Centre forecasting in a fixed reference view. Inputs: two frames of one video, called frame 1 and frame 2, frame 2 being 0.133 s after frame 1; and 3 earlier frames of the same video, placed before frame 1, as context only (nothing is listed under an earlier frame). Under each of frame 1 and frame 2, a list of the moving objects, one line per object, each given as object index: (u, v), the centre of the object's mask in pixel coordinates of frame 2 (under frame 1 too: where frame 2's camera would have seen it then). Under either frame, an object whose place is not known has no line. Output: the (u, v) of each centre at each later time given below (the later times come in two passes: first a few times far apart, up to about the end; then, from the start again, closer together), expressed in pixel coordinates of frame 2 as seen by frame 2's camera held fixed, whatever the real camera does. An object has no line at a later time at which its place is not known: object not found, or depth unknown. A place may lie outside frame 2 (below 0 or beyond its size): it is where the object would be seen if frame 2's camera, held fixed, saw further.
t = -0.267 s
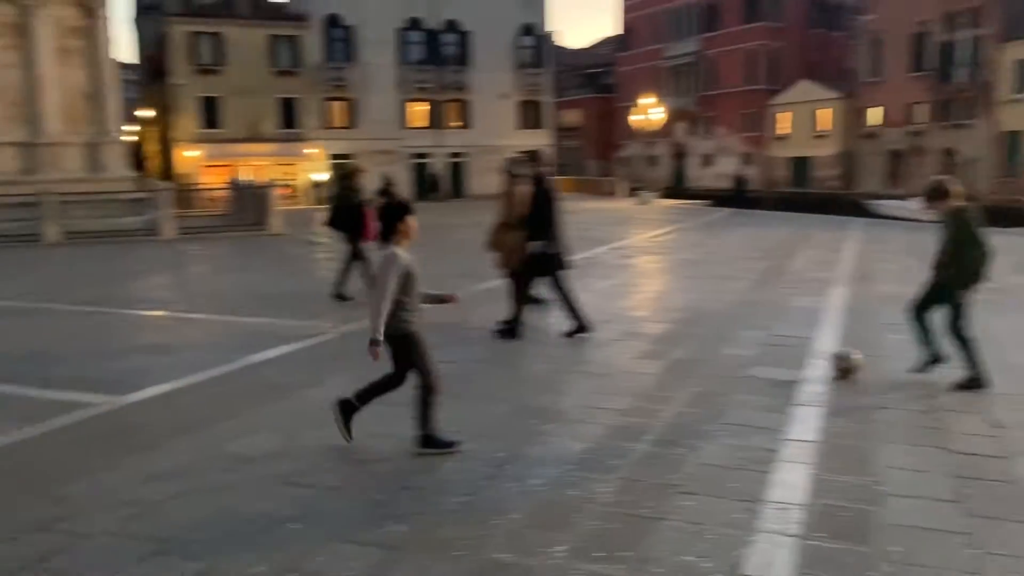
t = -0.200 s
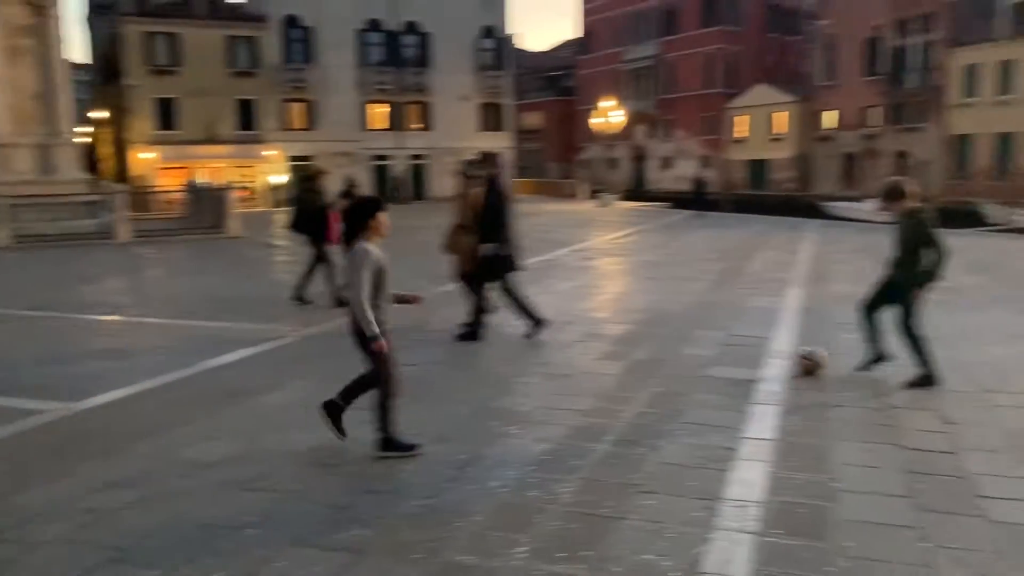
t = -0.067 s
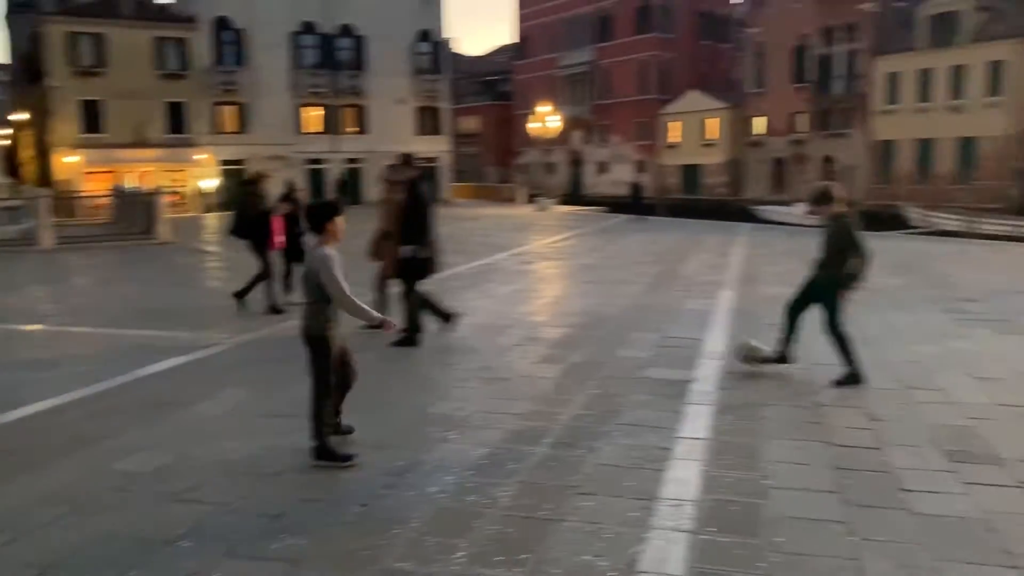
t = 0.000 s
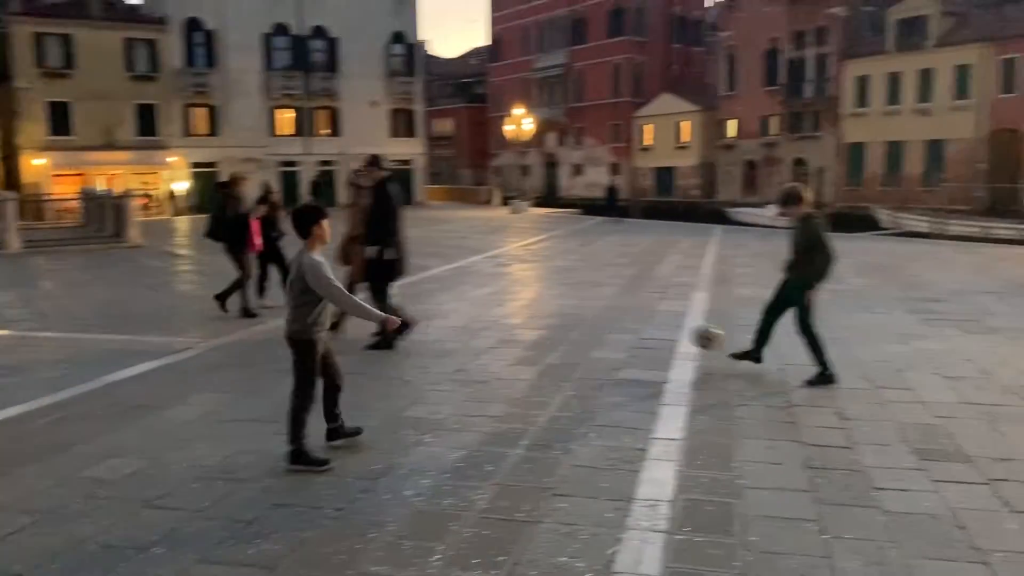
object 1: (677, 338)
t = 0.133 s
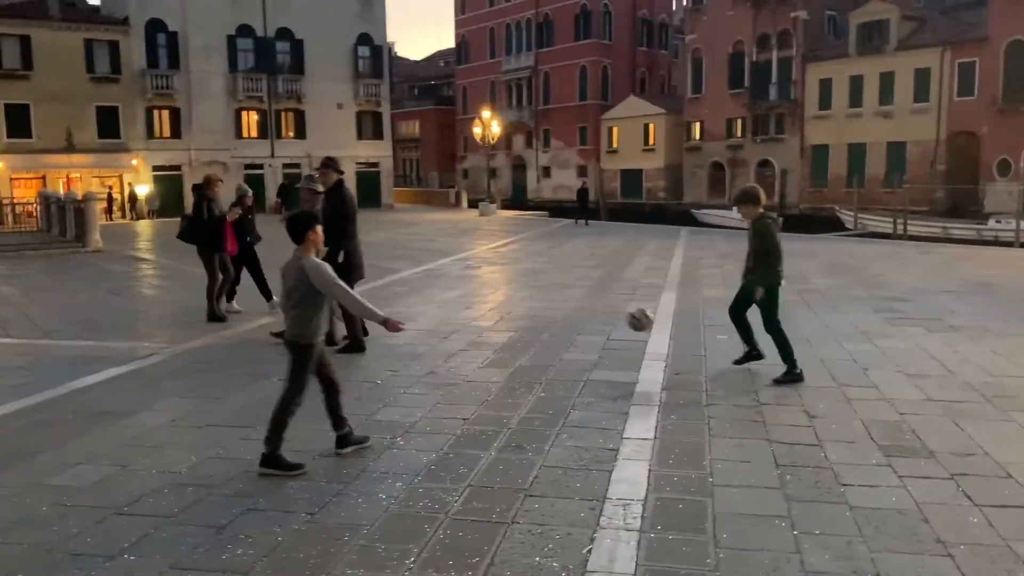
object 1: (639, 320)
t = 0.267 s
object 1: (607, 321)
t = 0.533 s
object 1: (557, 336)
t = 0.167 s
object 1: (632, 318)
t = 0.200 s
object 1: (624, 318)
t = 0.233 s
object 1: (616, 319)
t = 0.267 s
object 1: (607, 321)
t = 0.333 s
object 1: (592, 331)
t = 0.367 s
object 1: (584, 336)
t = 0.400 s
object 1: (575, 343)
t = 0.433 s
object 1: (566, 352)
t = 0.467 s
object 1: (565, 346)
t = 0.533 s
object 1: (557, 336)
